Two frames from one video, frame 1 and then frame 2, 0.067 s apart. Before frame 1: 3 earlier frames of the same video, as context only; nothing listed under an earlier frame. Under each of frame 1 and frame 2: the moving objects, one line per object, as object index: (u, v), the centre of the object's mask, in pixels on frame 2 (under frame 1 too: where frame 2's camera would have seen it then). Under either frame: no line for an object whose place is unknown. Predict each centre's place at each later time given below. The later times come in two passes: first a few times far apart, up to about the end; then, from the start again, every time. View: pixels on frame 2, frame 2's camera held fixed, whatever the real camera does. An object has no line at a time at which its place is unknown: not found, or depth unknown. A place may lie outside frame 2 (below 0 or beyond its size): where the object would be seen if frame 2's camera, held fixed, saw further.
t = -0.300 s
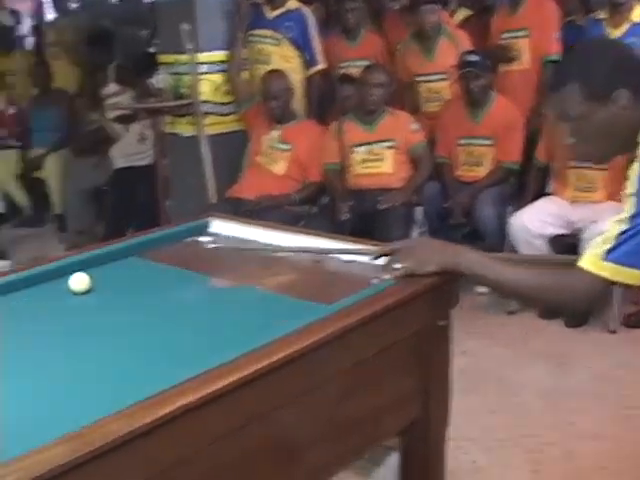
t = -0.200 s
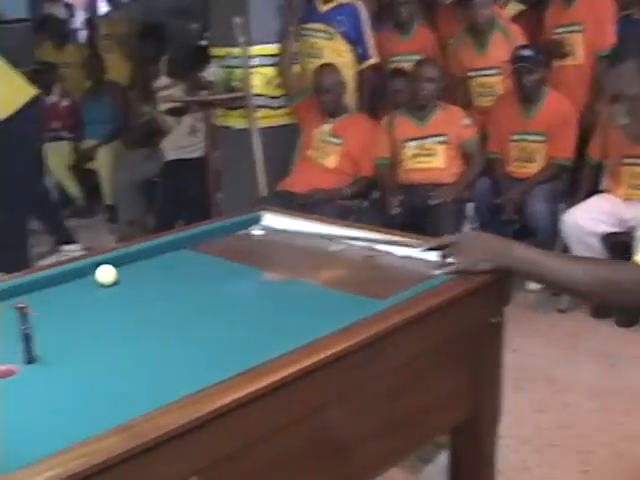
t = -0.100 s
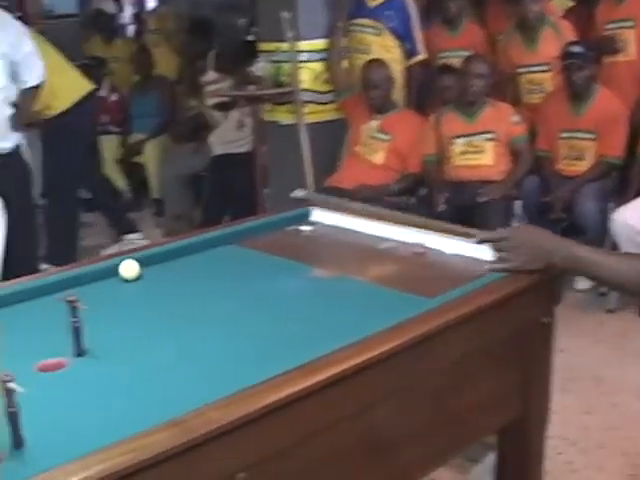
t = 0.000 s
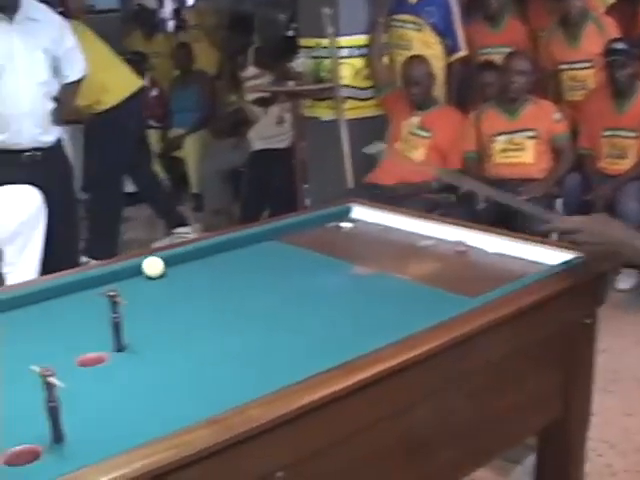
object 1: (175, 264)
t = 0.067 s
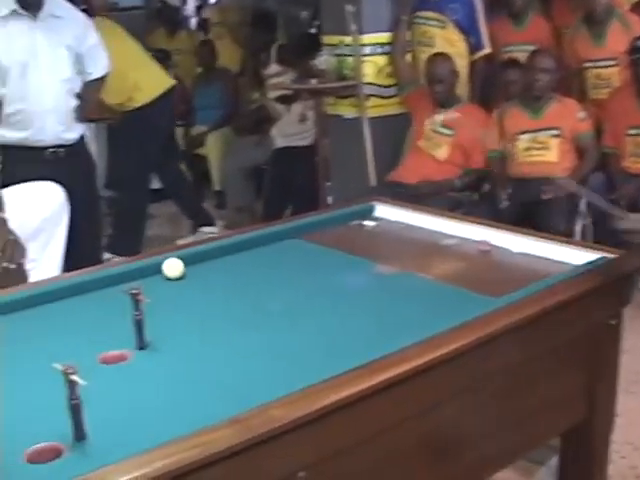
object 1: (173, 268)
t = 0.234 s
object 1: (167, 278)
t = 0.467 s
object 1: (158, 291)
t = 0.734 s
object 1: (150, 305)
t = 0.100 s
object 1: (172, 270)
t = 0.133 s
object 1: (171, 272)
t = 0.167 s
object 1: (170, 274)
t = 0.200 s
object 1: (169, 276)
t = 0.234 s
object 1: (167, 278)
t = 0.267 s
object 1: (166, 280)
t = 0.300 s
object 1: (165, 282)
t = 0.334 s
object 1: (164, 283)
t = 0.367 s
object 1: (162, 286)
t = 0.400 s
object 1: (161, 287)
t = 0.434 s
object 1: (159, 289)
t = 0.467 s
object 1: (158, 291)
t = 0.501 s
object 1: (157, 293)
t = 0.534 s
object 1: (156, 295)
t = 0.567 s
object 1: (154, 297)
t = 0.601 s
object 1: (153, 299)
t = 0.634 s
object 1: (152, 300)
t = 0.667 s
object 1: (151, 302)
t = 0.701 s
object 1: (151, 304)
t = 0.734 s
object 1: (150, 305)
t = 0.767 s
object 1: (149, 307)
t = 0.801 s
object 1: (149, 308)
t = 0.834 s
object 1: (149, 310)
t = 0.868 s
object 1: (148, 312)
